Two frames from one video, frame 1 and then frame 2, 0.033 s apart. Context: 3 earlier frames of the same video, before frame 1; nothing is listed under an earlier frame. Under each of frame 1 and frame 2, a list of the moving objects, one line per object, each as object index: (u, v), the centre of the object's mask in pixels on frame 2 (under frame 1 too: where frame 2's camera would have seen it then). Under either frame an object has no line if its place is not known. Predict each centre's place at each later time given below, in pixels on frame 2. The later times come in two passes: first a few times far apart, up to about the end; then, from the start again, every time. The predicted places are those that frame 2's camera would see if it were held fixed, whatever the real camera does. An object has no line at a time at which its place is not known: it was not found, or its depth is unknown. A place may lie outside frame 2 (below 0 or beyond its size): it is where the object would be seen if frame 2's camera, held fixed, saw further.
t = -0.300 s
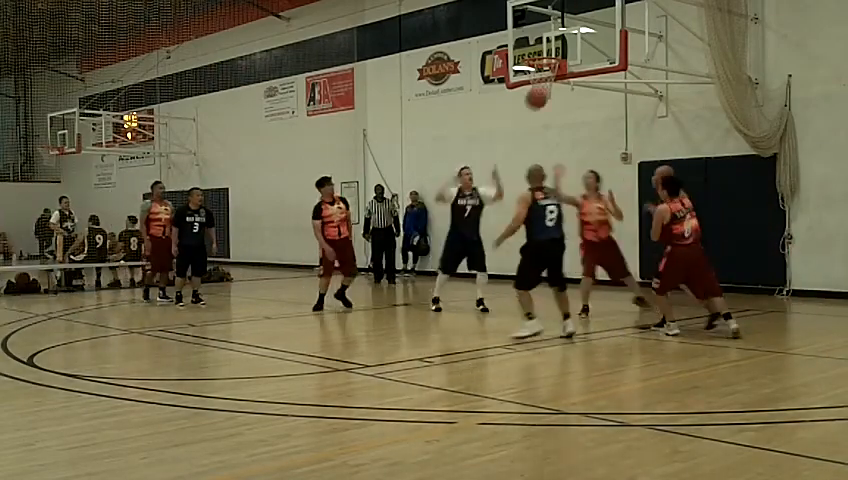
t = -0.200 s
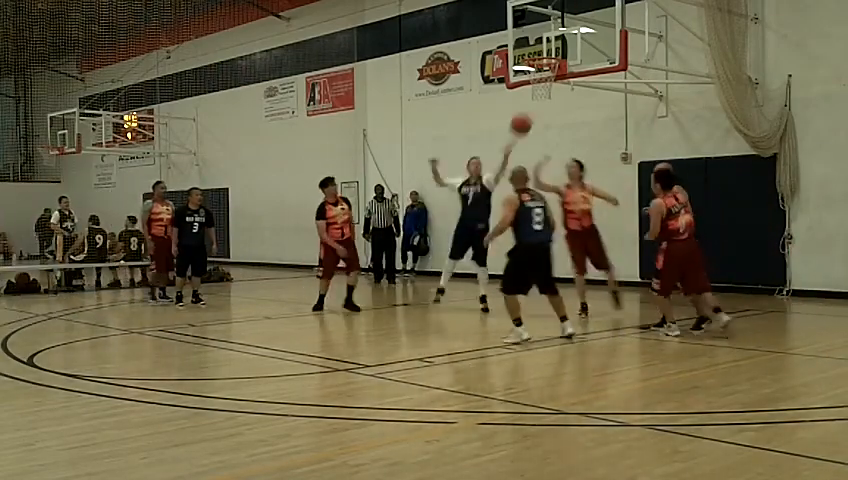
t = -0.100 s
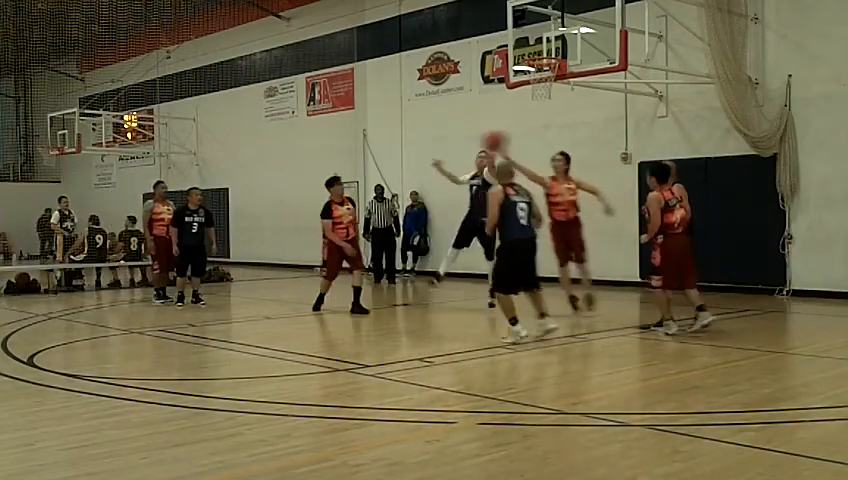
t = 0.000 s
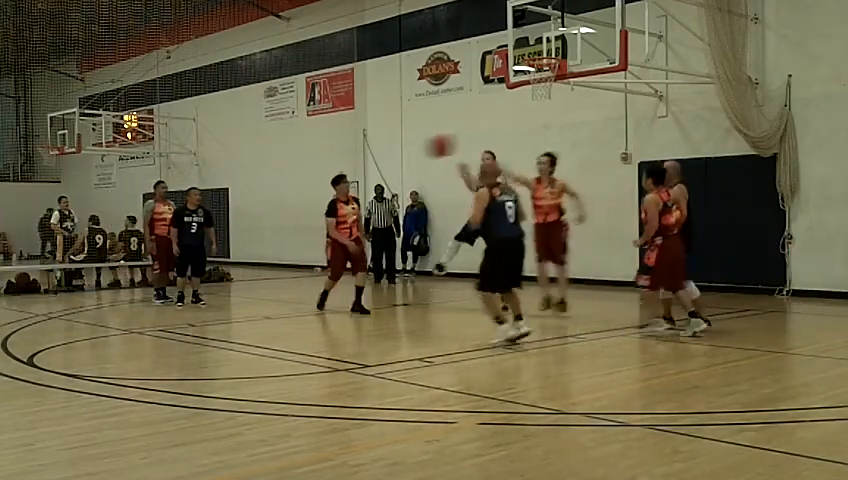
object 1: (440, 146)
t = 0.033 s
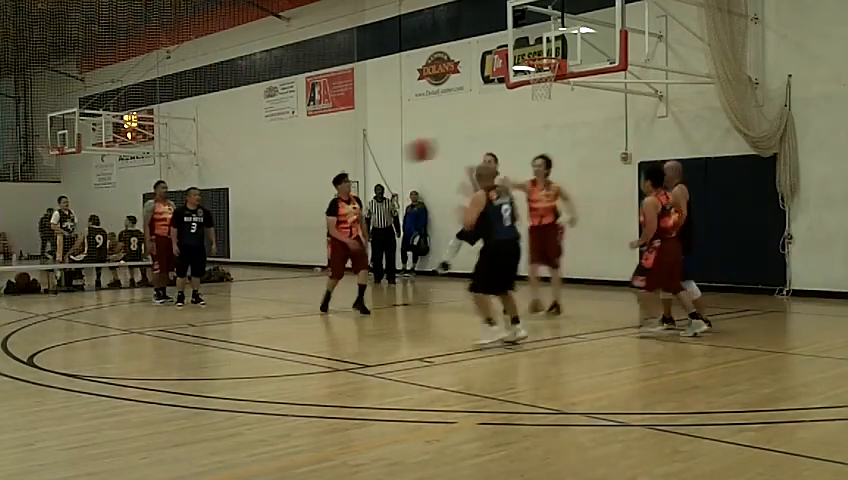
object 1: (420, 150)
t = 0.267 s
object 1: (259, 220)
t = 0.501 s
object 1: (61, 354)
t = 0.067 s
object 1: (401, 155)
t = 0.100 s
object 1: (380, 162)
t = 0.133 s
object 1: (358, 169)
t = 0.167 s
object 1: (332, 179)
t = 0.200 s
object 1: (308, 192)
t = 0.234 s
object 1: (285, 206)
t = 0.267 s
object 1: (259, 220)
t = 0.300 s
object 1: (234, 236)
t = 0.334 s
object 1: (205, 254)
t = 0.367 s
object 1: (176, 275)
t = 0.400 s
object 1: (142, 303)
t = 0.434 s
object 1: (112, 327)
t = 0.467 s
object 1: (83, 356)
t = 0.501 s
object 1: (61, 354)
